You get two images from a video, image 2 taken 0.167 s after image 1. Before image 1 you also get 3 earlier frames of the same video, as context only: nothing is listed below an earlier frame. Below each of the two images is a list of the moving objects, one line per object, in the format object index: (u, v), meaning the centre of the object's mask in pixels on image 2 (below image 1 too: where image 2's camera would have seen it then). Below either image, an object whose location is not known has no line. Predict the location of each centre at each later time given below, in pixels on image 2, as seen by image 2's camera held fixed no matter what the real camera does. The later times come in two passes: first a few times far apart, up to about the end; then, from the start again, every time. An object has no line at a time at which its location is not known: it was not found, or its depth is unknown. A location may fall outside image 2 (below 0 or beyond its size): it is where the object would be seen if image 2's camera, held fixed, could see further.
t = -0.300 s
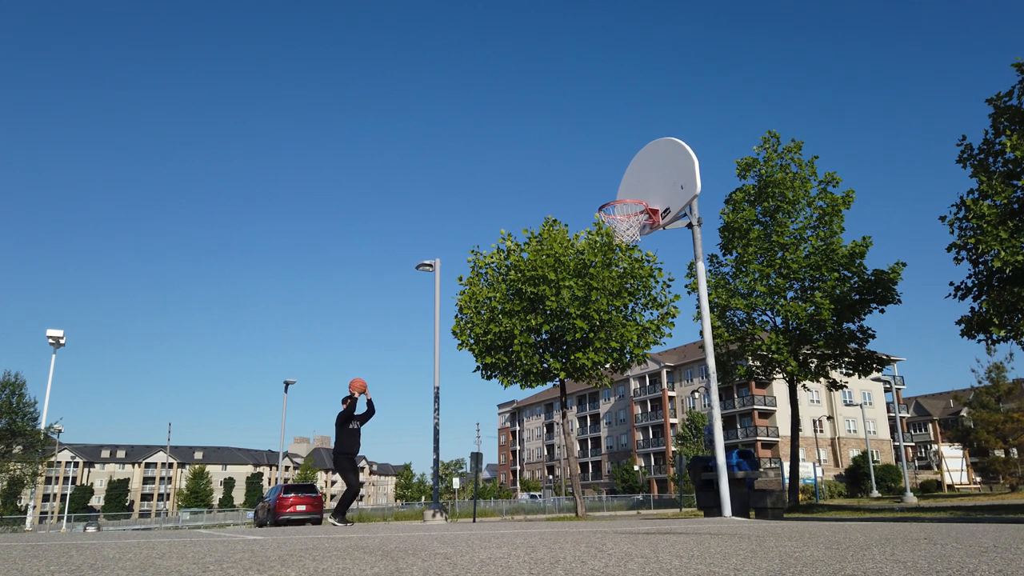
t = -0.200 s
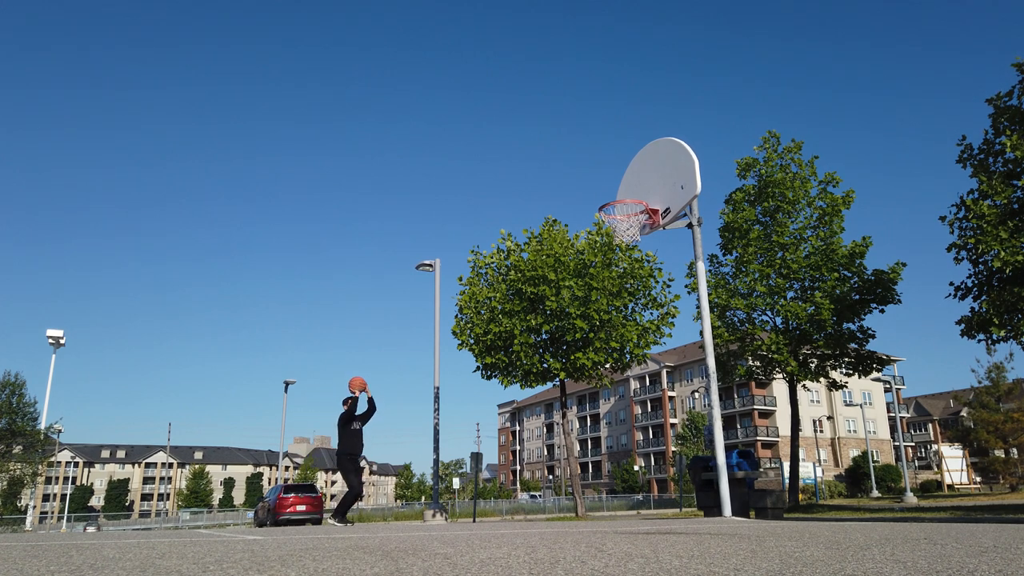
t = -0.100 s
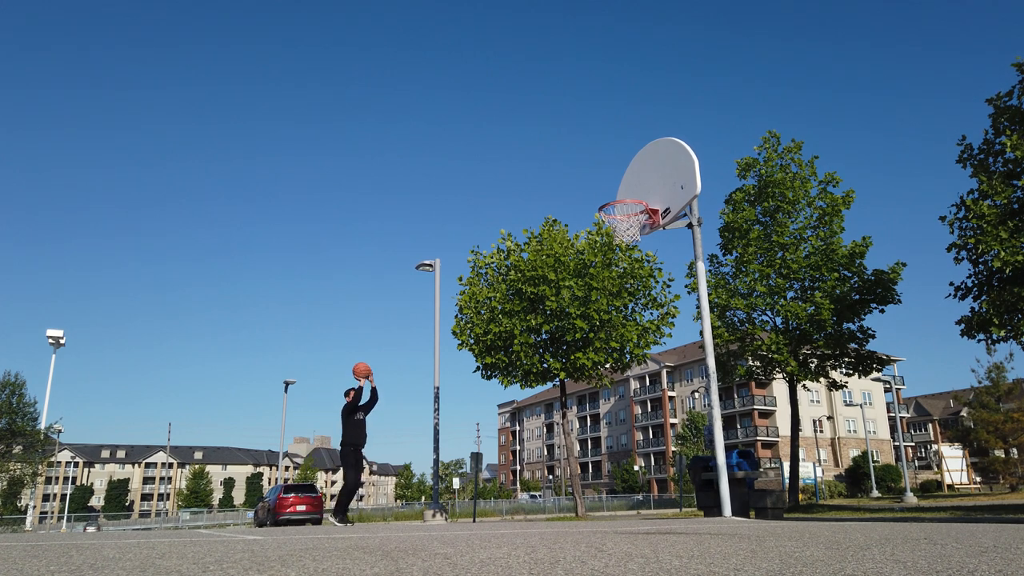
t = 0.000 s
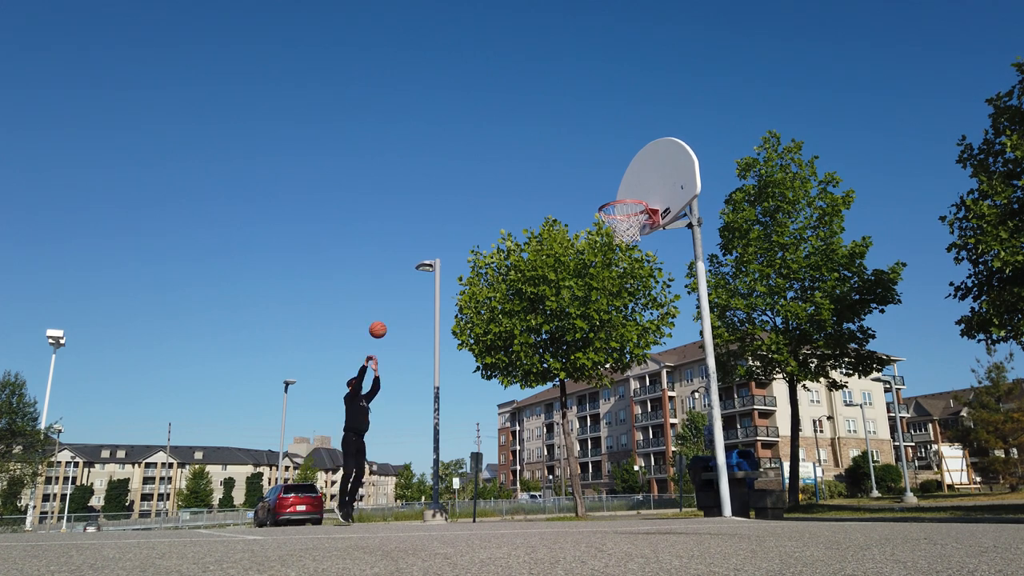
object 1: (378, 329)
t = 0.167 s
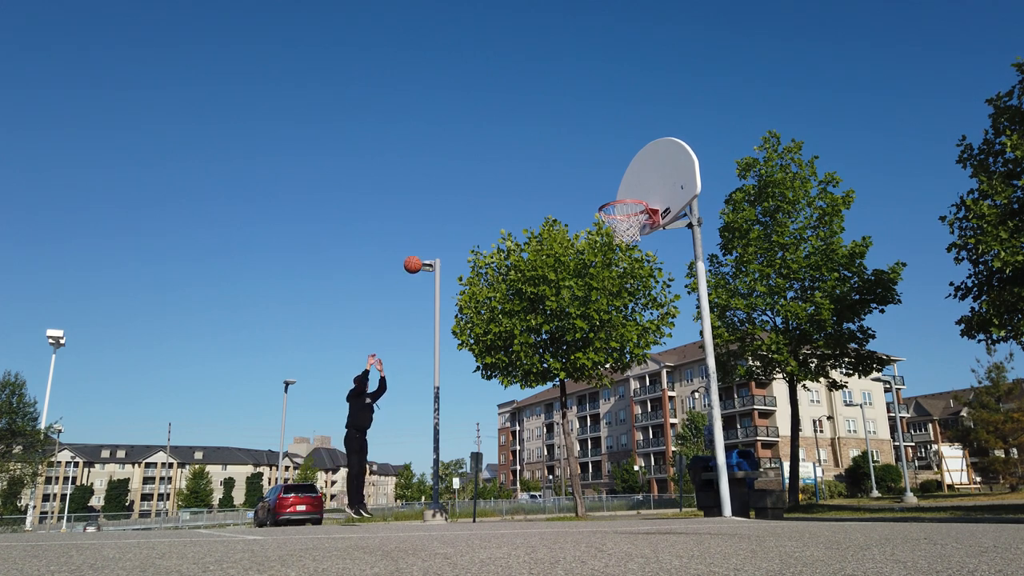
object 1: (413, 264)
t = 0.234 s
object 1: (427, 243)
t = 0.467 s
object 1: (481, 187)
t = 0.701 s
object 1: (542, 166)
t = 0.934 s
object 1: (617, 190)
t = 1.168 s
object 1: (622, 191)
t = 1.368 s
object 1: (585, 191)
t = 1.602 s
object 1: (545, 232)
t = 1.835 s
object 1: (509, 318)
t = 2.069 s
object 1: (473, 455)
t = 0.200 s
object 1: (420, 253)
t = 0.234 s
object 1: (427, 243)
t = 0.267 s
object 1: (435, 233)
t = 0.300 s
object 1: (442, 224)
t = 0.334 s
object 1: (449, 215)
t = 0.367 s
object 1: (457, 207)
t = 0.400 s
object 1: (465, 200)
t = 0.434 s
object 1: (473, 193)
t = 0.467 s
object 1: (481, 187)
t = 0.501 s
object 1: (489, 182)
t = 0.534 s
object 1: (497, 177)
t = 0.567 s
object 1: (506, 174)
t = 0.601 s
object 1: (515, 171)
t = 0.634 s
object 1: (524, 169)
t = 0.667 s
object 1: (533, 167)
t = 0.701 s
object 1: (542, 166)
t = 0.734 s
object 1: (552, 167)
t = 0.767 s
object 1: (562, 168)
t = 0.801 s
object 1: (572, 170)
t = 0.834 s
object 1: (583, 174)
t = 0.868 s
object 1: (594, 178)
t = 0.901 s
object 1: (605, 184)
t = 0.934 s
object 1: (617, 190)
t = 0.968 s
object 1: (630, 194)
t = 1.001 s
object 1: (626, 205)
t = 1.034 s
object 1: (613, 210)
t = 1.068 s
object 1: (621, 207)
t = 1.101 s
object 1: (633, 203)
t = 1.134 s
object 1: (629, 196)
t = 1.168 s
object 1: (622, 191)
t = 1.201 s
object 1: (616, 190)
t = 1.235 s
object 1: (609, 188)
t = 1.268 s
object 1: (603, 188)
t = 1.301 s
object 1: (597, 188)
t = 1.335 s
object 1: (590, 189)
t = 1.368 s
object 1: (585, 191)
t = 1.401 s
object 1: (579, 194)
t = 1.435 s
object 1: (573, 198)
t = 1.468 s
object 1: (567, 203)
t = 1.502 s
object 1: (562, 209)
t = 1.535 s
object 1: (556, 215)
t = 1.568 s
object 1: (551, 223)
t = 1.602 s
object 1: (545, 232)
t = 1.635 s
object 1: (540, 241)
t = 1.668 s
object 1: (535, 252)
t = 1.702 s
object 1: (530, 263)
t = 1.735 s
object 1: (524, 275)
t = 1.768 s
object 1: (519, 289)
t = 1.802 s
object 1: (514, 303)
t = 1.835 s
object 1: (509, 318)
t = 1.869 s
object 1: (504, 335)
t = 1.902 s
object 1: (499, 351)
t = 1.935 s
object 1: (494, 370)
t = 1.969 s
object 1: (488, 390)
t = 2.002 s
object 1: (483, 410)
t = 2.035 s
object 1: (478, 432)
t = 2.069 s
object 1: (473, 455)
